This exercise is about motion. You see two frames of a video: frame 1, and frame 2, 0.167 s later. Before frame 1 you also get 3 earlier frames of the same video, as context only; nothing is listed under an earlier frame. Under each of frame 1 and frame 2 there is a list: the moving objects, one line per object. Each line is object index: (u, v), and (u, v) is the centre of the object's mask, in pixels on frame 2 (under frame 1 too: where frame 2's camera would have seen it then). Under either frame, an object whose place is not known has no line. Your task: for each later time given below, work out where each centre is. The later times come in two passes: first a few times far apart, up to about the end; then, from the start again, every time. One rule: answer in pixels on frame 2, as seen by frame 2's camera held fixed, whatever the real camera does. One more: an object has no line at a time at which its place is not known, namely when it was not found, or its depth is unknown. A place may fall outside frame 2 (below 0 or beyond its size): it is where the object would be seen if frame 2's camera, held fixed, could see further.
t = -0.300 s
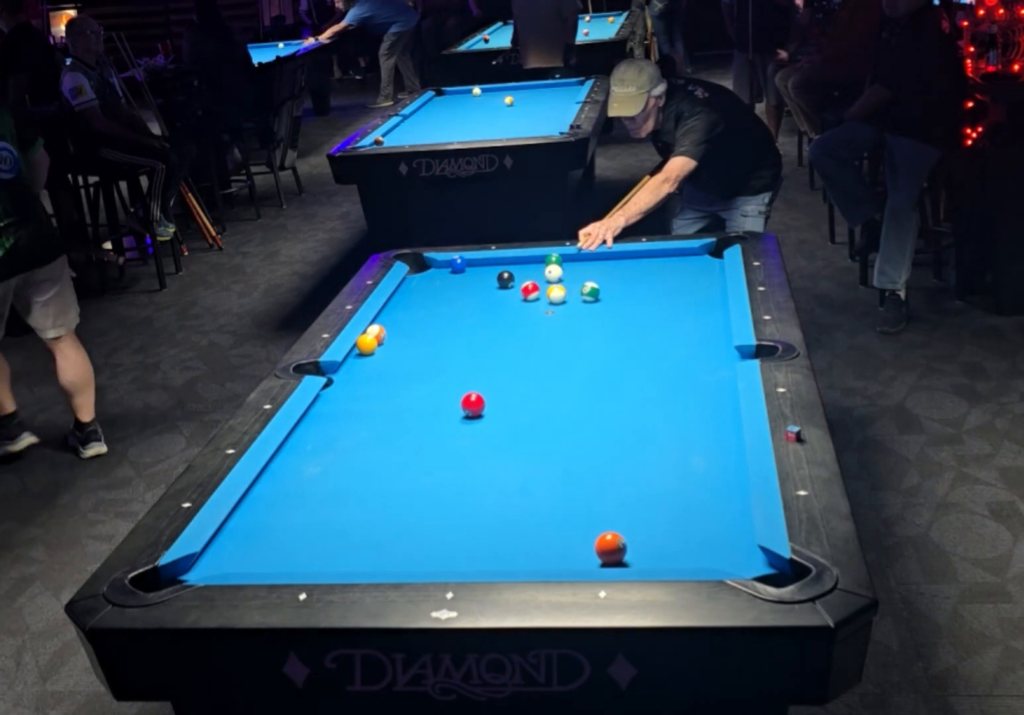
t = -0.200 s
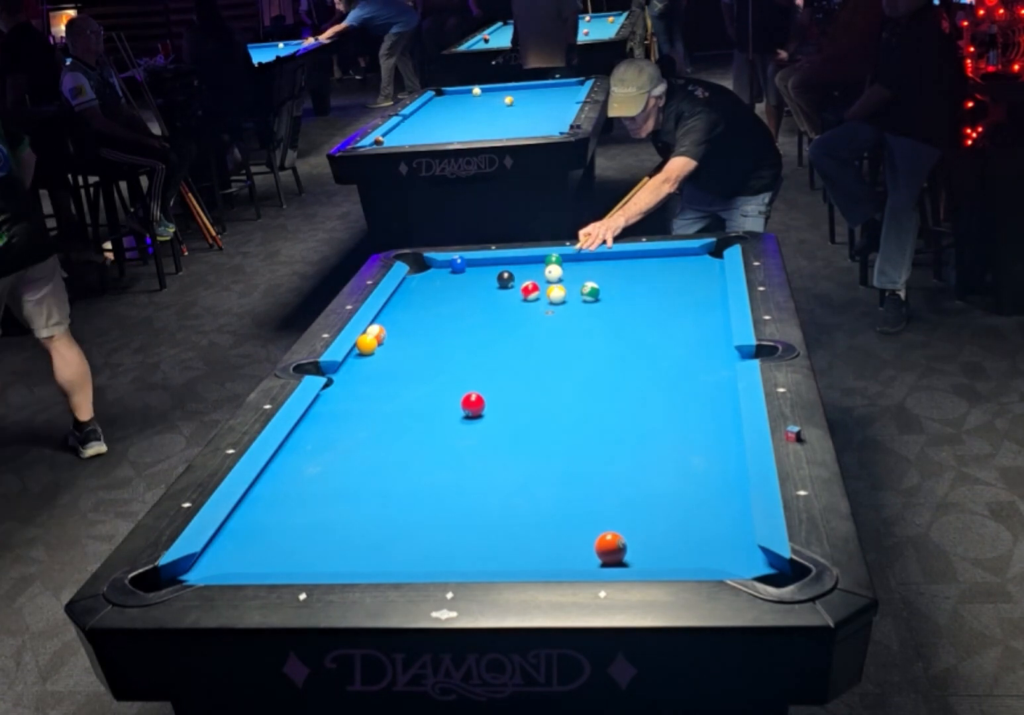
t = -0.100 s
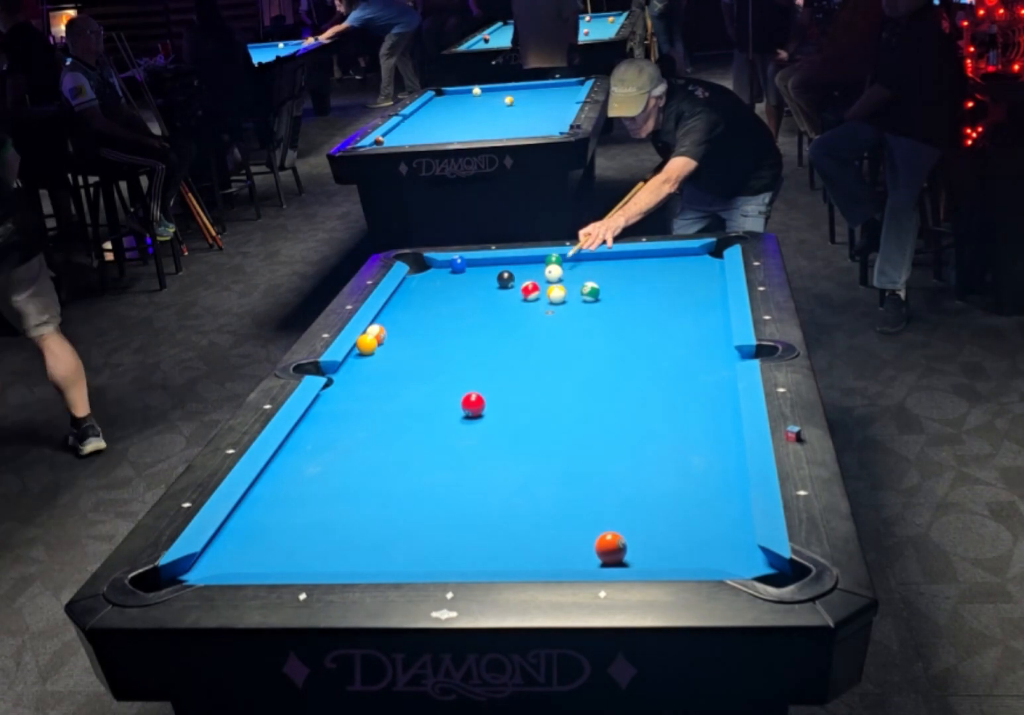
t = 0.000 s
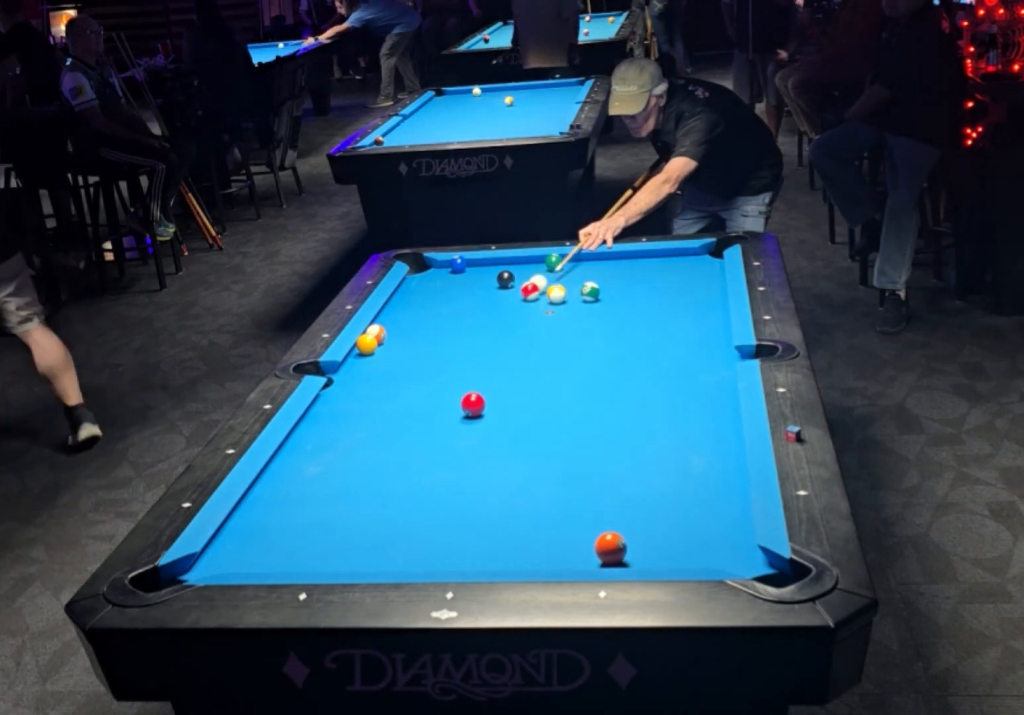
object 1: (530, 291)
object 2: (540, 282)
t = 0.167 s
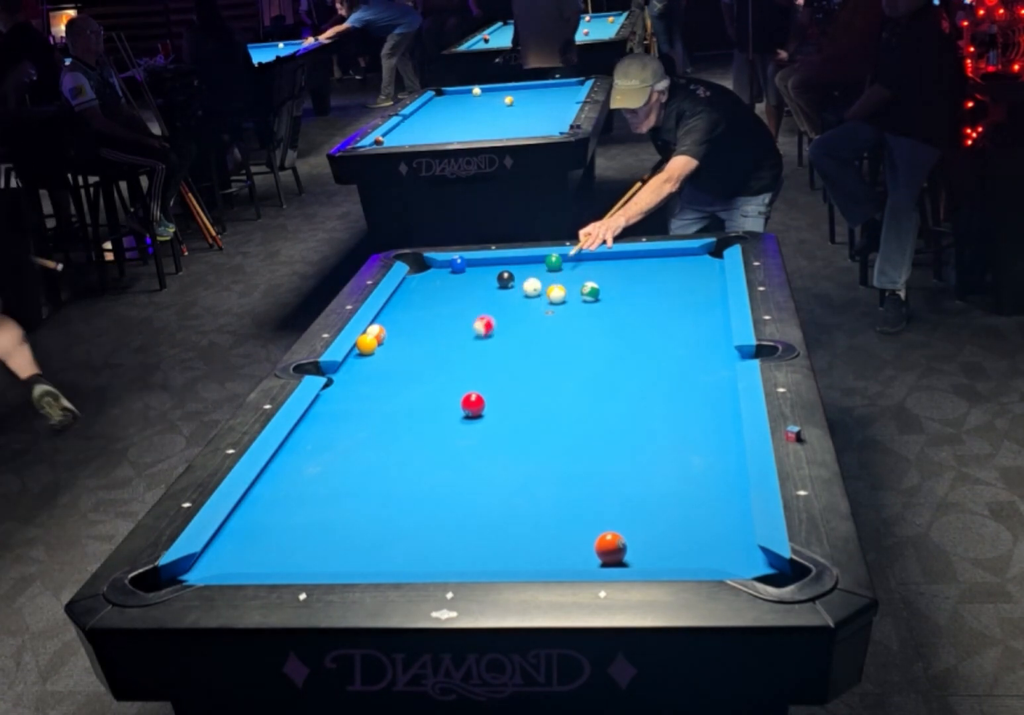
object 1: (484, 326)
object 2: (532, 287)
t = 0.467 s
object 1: (406, 386)
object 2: (520, 294)
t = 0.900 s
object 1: (263, 496)
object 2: (504, 303)
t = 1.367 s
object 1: (223, 548)
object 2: (491, 311)
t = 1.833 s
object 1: (280, 515)
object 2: (479, 318)
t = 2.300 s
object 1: (324, 489)
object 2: (473, 322)
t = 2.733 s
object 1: (357, 469)
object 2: (469, 324)
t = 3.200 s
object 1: (385, 453)
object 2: (469, 324)
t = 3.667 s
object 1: (406, 441)
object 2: (469, 325)
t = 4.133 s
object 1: (422, 432)
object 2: (469, 325)
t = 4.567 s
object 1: (431, 427)
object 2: (469, 325)
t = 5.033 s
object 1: (437, 425)
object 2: (469, 325)
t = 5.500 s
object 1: (437, 425)
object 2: (469, 325)
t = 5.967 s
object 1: (437, 425)
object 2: (469, 325)
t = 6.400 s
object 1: (437, 425)
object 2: (469, 325)
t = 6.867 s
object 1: (437, 425)
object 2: (469, 325)
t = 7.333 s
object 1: (437, 425)
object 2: (469, 325)
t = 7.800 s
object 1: (437, 425)
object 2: (469, 325)
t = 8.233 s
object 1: (437, 425)
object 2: (469, 325)
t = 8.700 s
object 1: (437, 425)
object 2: (469, 325)
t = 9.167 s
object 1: (437, 425)
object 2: (469, 325)
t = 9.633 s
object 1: (437, 425)
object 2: (469, 325)
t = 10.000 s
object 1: (437, 425)
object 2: (469, 325)
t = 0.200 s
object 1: (475, 333)
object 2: (531, 288)
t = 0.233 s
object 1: (466, 340)
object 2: (529, 289)
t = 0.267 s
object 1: (457, 347)
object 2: (528, 289)
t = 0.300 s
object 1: (449, 353)
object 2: (527, 290)
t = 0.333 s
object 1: (441, 359)
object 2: (525, 291)
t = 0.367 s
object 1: (433, 365)
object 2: (524, 292)
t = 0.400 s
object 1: (424, 373)
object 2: (522, 293)
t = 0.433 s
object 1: (415, 379)
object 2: (521, 293)
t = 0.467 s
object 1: (406, 386)
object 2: (520, 294)
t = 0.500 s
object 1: (397, 393)
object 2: (519, 295)
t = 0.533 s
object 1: (387, 401)
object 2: (517, 296)
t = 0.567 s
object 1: (377, 408)
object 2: (516, 296)
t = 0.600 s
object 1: (368, 416)
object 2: (515, 297)
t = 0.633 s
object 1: (357, 424)
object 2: (514, 298)
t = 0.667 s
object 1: (346, 432)
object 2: (512, 298)
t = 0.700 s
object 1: (335, 440)
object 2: (511, 299)
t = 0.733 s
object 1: (325, 448)
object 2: (510, 300)
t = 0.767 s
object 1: (313, 457)
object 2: (509, 301)
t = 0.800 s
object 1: (301, 466)
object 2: (508, 301)
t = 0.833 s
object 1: (289, 476)
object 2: (507, 302)
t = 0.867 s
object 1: (277, 484)
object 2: (505, 303)
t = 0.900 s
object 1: (263, 496)
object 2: (504, 303)
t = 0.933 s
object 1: (251, 504)
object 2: (503, 304)
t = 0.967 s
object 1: (244, 515)
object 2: (502, 304)
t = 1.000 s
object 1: (242, 523)
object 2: (501, 305)
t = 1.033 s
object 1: (239, 533)
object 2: (500, 306)
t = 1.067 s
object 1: (235, 542)
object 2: (499, 306)
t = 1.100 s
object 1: (232, 551)
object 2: (498, 307)
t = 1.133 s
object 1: (228, 559)
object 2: (497, 307)
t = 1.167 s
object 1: (224, 564)
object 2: (496, 308)
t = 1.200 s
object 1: (222, 562)
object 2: (495, 308)
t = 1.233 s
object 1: (219, 559)
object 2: (494, 309)
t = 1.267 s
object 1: (216, 557)
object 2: (493, 309)
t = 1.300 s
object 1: (214, 554)
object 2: (492, 310)
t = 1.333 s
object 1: (219, 551)
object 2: (491, 311)
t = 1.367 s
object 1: (223, 548)
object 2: (491, 311)
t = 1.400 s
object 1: (228, 545)
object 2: (490, 312)
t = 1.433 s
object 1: (232, 542)
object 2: (489, 312)
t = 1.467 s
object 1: (236, 540)
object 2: (488, 313)
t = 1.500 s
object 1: (240, 537)
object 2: (487, 313)
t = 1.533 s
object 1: (245, 535)
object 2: (486, 314)
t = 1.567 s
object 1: (249, 532)
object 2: (485, 314)
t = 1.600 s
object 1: (253, 530)
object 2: (484, 315)
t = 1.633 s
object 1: (257, 528)
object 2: (484, 315)
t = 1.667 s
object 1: (261, 526)
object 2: (483, 315)
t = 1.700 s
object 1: (265, 524)
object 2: (482, 316)
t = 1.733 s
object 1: (269, 522)
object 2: (481, 316)
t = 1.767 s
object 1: (272, 519)
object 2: (481, 317)
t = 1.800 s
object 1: (276, 517)
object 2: (480, 317)
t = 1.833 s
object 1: (280, 515)
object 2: (479, 318)
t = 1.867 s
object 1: (283, 512)
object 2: (479, 318)
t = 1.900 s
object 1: (287, 511)
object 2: (478, 318)
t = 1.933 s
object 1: (290, 509)
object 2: (478, 319)
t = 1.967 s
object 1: (293, 507)
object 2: (477, 319)
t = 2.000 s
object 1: (297, 505)
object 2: (476, 319)
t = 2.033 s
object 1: (300, 503)
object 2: (476, 319)
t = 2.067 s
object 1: (303, 501)
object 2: (475, 320)
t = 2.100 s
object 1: (306, 499)
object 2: (475, 320)
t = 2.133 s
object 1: (309, 498)
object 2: (475, 321)
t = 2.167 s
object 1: (312, 496)
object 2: (474, 321)
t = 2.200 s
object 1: (315, 494)
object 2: (474, 321)
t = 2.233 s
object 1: (318, 493)
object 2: (473, 321)
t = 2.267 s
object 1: (321, 491)
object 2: (473, 322)
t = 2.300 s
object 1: (324, 489)
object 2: (473, 322)
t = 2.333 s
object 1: (327, 487)
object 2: (472, 322)
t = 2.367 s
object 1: (330, 486)
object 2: (472, 322)
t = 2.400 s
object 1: (333, 484)
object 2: (472, 323)
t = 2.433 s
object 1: (336, 482)
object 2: (471, 323)
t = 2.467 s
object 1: (338, 481)
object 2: (471, 323)
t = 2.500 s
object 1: (341, 479)
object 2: (471, 323)
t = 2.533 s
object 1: (343, 477)
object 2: (471, 323)
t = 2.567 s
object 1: (345, 476)
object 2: (470, 323)
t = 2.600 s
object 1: (348, 475)
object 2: (470, 323)
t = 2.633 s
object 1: (350, 473)
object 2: (470, 323)
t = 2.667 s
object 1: (353, 472)
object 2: (470, 324)
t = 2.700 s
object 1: (355, 470)
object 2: (470, 324)
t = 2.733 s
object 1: (357, 469)
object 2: (469, 324)
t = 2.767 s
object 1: (360, 468)
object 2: (469, 324)
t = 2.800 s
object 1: (362, 467)
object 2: (469, 324)
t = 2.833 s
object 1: (364, 466)
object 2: (469, 324)
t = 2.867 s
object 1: (366, 465)
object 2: (469, 324)
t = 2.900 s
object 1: (368, 463)
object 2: (469, 324)
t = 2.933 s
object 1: (370, 462)
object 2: (469, 324)
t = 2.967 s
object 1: (372, 461)
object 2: (469, 324)
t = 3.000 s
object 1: (374, 460)
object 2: (469, 324)
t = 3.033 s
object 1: (376, 458)
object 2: (469, 324)
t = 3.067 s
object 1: (378, 457)
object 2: (469, 324)
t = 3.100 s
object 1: (380, 456)
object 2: (469, 324)
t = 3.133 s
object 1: (382, 455)
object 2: (469, 324)
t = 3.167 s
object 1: (383, 454)
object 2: (469, 324)
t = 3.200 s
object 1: (385, 453)
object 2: (469, 324)
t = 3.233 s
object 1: (387, 452)
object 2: (469, 324)
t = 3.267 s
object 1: (389, 451)
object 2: (469, 324)
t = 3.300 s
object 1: (390, 450)
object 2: (469, 324)
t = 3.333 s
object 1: (392, 449)
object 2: (469, 324)
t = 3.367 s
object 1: (394, 448)
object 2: (469, 324)
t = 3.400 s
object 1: (395, 447)
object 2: (469, 324)
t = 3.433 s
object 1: (396, 447)
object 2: (469, 324)
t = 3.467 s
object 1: (398, 446)
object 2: (469, 324)
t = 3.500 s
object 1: (399, 445)
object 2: (469, 324)
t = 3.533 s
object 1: (401, 444)
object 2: (469, 324)
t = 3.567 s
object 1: (402, 443)
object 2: (469, 324)
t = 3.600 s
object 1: (403, 442)
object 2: (469, 325)
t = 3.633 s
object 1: (405, 442)
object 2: (469, 325)
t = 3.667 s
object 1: (406, 441)
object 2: (469, 325)
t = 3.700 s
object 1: (408, 440)
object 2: (469, 325)
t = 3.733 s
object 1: (409, 439)
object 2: (469, 325)
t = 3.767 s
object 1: (410, 438)
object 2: (469, 325)
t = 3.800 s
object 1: (411, 438)
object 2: (469, 325)
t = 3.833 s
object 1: (413, 437)
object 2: (469, 325)
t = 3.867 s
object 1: (413, 437)
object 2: (469, 325)
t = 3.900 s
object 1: (415, 436)
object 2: (469, 325)
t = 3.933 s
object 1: (416, 436)
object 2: (469, 325)
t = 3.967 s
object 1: (417, 435)
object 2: (469, 325)
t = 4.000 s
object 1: (418, 434)
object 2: (469, 325)
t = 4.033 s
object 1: (419, 433)
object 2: (469, 325)
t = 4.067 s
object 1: (420, 433)
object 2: (469, 325)
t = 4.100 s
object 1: (421, 433)
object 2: (469, 324)
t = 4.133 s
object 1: (422, 432)
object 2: (469, 325)
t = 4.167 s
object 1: (422, 431)
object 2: (469, 325)
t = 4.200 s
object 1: (423, 431)
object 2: (469, 325)
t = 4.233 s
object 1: (424, 431)
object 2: (469, 324)
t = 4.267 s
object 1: (425, 430)
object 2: (469, 324)
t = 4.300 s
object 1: (425, 430)
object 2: (469, 324)
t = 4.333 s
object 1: (426, 430)
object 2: (469, 324)
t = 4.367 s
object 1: (427, 429)
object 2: (469, 324)
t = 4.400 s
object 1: (427, 429)
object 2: (469, 324)
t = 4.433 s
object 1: (428, 428)
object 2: (469, 324)
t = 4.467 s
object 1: (429, 428)
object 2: (469, 324)
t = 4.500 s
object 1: (429, 428)
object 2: (469, 325)
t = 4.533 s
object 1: (430, 427)
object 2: (469, 325)
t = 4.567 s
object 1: (431, 427)
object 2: (469, 325)
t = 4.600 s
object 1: (431, 427)
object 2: (469, 325)
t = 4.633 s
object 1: (432, 427)
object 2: (469, 325)
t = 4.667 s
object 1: (433, 426)
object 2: (469, 325)
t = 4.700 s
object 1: (433, 426)
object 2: (469, 325)
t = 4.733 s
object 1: (433, 426)
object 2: (469, 325)
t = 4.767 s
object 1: (434, 426)
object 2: (469, 325)
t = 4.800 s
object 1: (434, 426)
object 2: (469, 325)
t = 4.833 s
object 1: (435, 425)
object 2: (469, 325)
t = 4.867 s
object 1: (435, 425)
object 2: (469, 325)
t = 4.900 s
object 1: (435, 425)
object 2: (469, 325)
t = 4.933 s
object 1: (436, 425)
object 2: (469, 325)
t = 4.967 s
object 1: (436, 425)
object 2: (469, 325)
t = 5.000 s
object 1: (436, 425)
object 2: (469, 325)
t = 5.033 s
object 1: (437, 425)
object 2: (469, 325)
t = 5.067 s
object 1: (437, 425)
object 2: (469, 325)
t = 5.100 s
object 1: (437, 425)
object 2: (469, 325)
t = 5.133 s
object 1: (437, 425)
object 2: (469, 325)
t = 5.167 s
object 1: (437, 425)
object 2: (469, 325)
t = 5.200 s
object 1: (437, 425)
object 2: (469, 325)
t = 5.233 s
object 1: (437, 425)
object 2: (469, 325)
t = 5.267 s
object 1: (438, 425)
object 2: (469, 325)
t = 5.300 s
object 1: (437, 425)
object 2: (469, 325)
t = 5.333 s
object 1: (437, 425)
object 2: (469, 325)
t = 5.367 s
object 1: (437, 425)
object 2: (469, 325)
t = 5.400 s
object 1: (437, 425)
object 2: (469, 325)
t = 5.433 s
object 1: (437, 425)
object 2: (469, 325)
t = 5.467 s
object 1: (437, 425)
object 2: (469, 325)
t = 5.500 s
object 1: (437, 425)
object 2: (469, 325)
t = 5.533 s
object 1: (437, 425)
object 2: (469, 325)
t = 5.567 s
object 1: (437, 425)
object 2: (469, 325)
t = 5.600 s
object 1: (437, 425)
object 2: (469, 325)
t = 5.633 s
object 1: (437, 425)
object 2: (469, 325)
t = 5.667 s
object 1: (437, 425)
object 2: (469, 325)
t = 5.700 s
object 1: (437, 425)
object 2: (469, 325)
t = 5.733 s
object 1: (437, 425)
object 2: (469, 325)
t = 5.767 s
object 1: (437, 425)
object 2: (469, 325)
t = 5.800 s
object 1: (437, 425)
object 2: (469, 325)
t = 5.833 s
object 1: (437, 425)
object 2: (469, 325)
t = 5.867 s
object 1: (437, 425)
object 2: (469, 325)
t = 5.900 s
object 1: (437, 425)
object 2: (469, 325)
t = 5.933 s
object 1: (437, 425)
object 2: (469, 325)
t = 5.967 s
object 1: (437, 425)
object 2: (469, 325)
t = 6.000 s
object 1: (437, 425)
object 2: (469, 325)
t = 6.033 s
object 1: (437, 425)
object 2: (469, 325)
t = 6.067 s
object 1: (437, 425)
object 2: (469, 325)
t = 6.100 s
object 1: (437, 425)
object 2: (469, 325)
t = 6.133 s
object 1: (437, 425)
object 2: (469, 325)
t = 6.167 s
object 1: (437, 425)
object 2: (469, 325)
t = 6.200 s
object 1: (437, 425)
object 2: (469, 325)
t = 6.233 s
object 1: (437, 425)
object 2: (469, 325)
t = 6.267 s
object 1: (437, 425)
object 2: (469, 325)
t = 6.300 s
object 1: (437, 425)
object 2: (469, 325)
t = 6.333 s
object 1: (437, 425)
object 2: (469, 325)
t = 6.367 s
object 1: (437, 425)
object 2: (469, 325)
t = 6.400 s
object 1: (437, 425)
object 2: (469, 325)
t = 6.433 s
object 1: (437, 425)
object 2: (469, 325)
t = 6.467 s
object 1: (437, 425)
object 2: (469, 325)
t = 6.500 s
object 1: (437, 425)
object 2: (469, 325)
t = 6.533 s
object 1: (437, 425)
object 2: (469, 325)
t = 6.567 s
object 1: (437, 425)
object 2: (469, 325)
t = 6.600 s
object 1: (437, 425)
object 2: (469, 325)
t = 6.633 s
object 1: (437, 425)
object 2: (469, 325)
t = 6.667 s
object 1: (437, 425)
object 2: (469, 325)
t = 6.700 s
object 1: (437, 425)
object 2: (469, 325)
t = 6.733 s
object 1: (437, 425)
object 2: (469, 325)
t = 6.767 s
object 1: (437, 425)
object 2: (469, 325)
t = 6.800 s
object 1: (437, 425)
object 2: (469, 325)
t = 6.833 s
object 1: (437, 425)
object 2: (469, 325)
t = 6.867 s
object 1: (437, 425)
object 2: (469, 325)
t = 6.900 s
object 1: (437, 425)
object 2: (469, 325)
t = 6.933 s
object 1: (437, 425)
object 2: (469, 325)
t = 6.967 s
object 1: (437, 425)
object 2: (469, 325)
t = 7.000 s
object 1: (437, 425)
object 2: (469, 325)
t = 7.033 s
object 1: (437, 425)
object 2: (469, 325)
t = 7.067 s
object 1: (437, 425)
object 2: (469, 325)
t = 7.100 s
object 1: (437, 425)
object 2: (469, 325)
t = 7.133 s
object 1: (437, 425)
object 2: (469, 325)
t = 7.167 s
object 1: (437, 425)
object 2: (469, 325)
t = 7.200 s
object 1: (437, 425)
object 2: (469, 325)
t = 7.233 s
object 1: (437, 425)
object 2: (469, 325)
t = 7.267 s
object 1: (437, 425)
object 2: (469, 325)
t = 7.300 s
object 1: (437, 425)
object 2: (469, 325)
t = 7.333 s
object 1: (437, 425)
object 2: (469, 325)
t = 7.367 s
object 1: (437, 425)
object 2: (469, 325)
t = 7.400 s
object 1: (437, 425)
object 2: (469, 325)
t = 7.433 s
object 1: (437, 425)
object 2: (469, 325)
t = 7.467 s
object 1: (437, 425)
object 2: (469, 325)
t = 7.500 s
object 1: (437, 425)
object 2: (469, 325)
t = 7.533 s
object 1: (437, 425)
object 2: (469, 325)
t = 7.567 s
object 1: (437, 425)
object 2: (469, 325)
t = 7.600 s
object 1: (437, 425)
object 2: (469, 325)
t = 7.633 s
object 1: (437, 425)
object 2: (469, 325)
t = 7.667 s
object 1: (437, 425)
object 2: (469, 325)
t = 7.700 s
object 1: (437, 425)
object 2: (469, 325)
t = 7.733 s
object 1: (437, 425)
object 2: (469, 325)
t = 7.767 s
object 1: (437, 425)
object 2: (469, 325)
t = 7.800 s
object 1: (437, 425)
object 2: (469, 325)
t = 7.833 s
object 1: (437, 425)
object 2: (469, 325)
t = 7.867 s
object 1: (437, 425)
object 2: (469, 325)
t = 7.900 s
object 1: (437, 425)
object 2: (469, 325)
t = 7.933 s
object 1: (437, 425)
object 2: (469, 325)
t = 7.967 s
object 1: (437, 425)
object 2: (469, 325)
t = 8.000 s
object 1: (437, 425)
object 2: (469, 325)
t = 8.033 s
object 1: (437, 425)
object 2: (469, 325)
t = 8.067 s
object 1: (437, 425)
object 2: (469, 325)
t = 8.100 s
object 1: (437, 425)
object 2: (469, 325)
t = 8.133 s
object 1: (437, 425)
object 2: (469, 325)
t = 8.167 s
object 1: (437, 425)
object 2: (469, 325)
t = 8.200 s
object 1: (437, 425)
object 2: (469, 325)
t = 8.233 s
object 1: (437, 425)
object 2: (469, 325)
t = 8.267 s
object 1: (437, 425)
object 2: (469, 325)
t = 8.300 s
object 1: (437, 425)
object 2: (469, 325)
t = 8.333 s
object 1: (437, 425)
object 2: (469, 325)
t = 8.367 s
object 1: (437, 425)
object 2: (469, 325)
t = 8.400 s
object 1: (437, 425)
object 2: (469, 325)
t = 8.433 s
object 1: (437, 425)
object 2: (469, 325)
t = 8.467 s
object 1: (437, 425)
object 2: (469, 325)
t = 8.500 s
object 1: (437, 425)
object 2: (469, 325)
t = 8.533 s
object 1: (437, 425)
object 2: (469, 325)
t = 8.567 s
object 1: (437, 425)
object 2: (469, 325)
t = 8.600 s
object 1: (437, 425)
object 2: (469, 325)
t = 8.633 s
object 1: (437, 425)
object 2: (469, 325)
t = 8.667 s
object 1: (437, 425)
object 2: (469, 325)
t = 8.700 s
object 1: (437, 425)
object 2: (469, 325)
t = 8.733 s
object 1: (437, 425)
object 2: (469, 325)
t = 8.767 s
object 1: (437, 425)
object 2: (469, 325)
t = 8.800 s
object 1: (437, 425)
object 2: (469, 325)
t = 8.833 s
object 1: (437, 425)
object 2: (469, 325)
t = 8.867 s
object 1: (437, 425)
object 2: (469, 325)
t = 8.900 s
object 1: (437, 425)
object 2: (469, 325)
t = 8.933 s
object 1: (437, 425)
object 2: (469, 325)
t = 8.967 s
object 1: (437, 425)
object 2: (469, 325)
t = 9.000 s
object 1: (437, 425)
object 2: (469, 325)
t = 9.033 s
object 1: (437, 425)
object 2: (469, 325)
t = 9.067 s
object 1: (437, 425)
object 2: (469, 325)
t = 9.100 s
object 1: (437, 425)
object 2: (469, 325)
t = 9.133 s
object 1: (437, 425)
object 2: (469, 325)
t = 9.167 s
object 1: (437, 425)
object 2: (469, 325)
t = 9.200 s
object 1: (437, 425)
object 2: (469, 325)
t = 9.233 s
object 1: (437, 425)
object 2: (469, 325)
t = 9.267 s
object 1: (437, 425)
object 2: (469, 325)
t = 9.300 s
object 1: (437, 425)
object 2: (469, 325)
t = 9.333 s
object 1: (437, 425)
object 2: (469, 325)
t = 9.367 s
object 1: (437, 425)
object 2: (469, 325)
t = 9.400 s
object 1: (437, 425)
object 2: (469, 325)
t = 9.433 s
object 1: (437, 425)
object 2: (469, 325)
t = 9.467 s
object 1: (437, 425)
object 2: (469, 325)
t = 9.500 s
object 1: (437, 425)
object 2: (469, 325)
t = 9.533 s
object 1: (437, 425)
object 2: (469, 325)
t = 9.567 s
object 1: (437, 425)
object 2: (469, 325)
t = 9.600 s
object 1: (437, 425)
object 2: (469, 325)
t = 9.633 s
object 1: (437, 425)
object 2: (469, 325)
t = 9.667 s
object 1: (437, 425)
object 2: (469, 325)
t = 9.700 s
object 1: (437, 425)
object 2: (469, 325)
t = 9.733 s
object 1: (437, 425)
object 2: (469, 325)
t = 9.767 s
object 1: (437, 425)
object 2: (469, 325)
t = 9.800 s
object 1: (437, 425)
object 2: (469, 325)
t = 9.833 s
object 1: (437, 425)
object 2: (469, 325)
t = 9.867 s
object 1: (437, 425)
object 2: (469, 325)
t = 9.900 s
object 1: (437, 425)
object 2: (469, 325)
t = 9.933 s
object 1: (437, 425)
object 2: (469, 325)
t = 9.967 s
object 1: (437, 425)
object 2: (469, 325)
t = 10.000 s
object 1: (437, 425)
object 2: (469, 325)
